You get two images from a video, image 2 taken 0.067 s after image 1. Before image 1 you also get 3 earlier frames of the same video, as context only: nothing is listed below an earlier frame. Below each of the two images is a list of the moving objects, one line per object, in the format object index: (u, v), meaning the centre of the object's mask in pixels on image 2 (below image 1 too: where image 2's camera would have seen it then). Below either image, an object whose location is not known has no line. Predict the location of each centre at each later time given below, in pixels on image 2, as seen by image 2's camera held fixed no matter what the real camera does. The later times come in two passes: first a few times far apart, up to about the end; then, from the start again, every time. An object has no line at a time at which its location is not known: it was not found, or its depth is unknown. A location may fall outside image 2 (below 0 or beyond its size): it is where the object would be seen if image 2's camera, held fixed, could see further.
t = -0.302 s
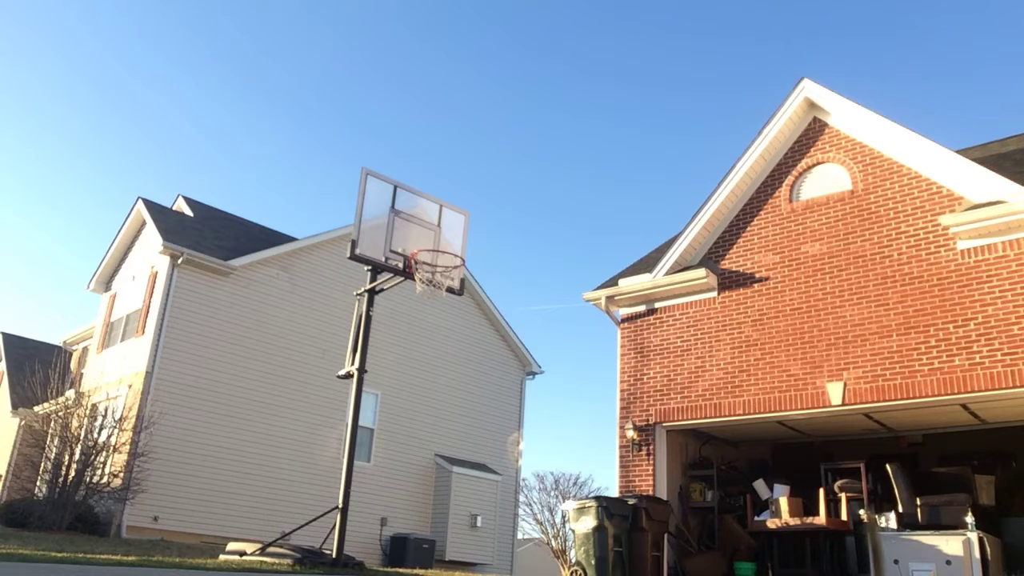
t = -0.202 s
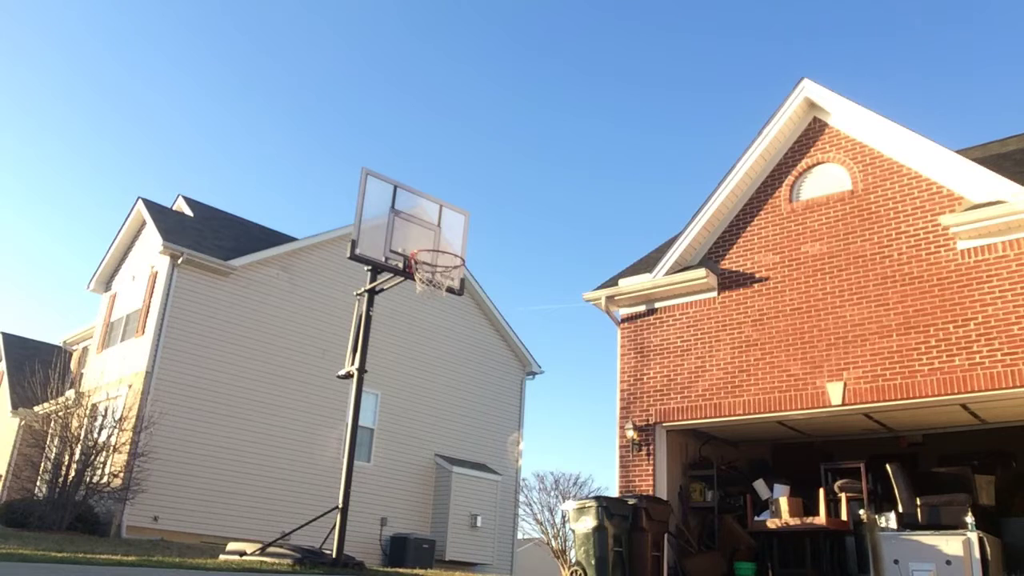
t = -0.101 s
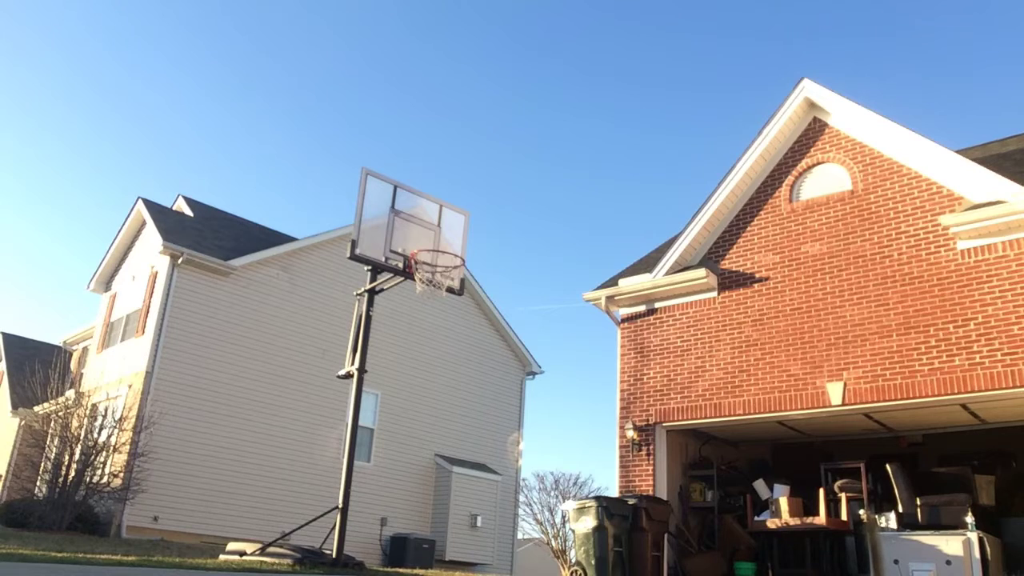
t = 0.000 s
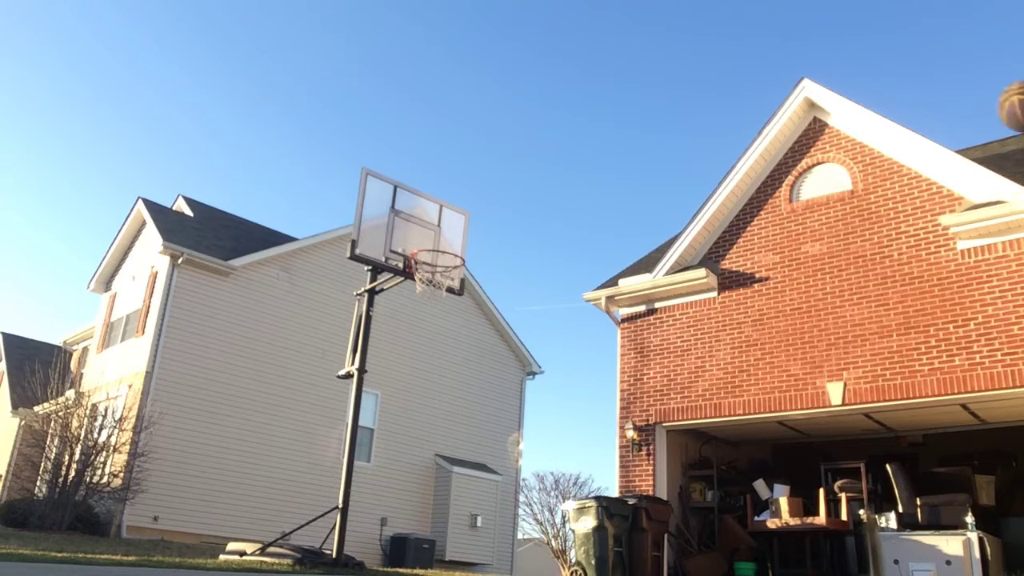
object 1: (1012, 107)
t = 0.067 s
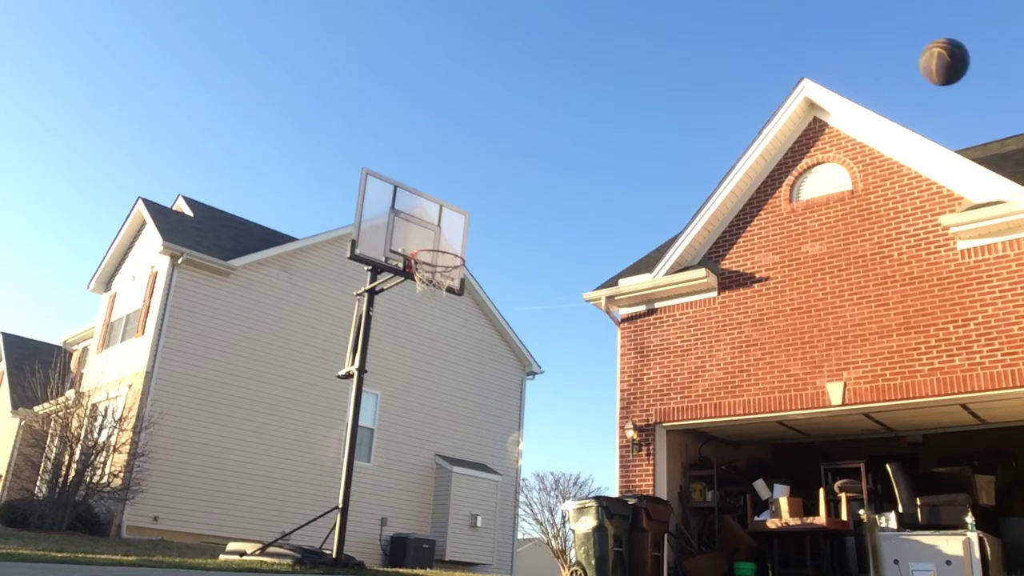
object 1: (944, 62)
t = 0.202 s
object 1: (821, 16)
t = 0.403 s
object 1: (692, 8)
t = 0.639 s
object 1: (588, 46)
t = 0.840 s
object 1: (517, 118)
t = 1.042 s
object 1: (455, 215)
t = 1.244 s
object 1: (436, 254)
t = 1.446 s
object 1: (437, 222)
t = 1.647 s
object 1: (437, 224)
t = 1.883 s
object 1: (439, 249)
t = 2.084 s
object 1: (440, 294)
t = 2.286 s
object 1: (431, 350)
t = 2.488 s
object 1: (417, 452)
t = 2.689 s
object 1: (400, 540)
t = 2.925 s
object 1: (395, 419)
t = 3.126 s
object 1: (382, 374)
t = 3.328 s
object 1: (366, 374)
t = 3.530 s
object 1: (345, 418)
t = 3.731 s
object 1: (316, 513)
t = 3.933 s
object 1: (294, 492)
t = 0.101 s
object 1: (909, 45)
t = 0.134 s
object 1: (877, 32)
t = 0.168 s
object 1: (848, 21)
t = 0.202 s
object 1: (821, 16)
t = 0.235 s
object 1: (795, 12)
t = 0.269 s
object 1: (772, 10)
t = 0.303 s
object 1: (750, 8)
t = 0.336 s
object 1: (729, 8)
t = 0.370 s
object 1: (710, 8)
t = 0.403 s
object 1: (692, 8)
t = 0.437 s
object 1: (675, 10)
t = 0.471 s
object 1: (659, 12)
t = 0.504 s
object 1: (644, 15)
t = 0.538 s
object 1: (629, 22)
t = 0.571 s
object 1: (615, 29)
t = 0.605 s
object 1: (601, 37)
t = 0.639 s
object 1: (588, 46)
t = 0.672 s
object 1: (575, 56)
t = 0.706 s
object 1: (563, 67)
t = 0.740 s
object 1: (551, 79)
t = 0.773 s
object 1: (540, 91)
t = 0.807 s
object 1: (528, 104)
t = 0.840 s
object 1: (517, 118)
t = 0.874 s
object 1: (506, 132)
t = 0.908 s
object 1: (496, 147)
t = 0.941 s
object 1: (485, 163)
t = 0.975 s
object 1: (475, 180)
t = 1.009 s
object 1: (465, 197)
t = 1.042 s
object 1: (455, 215)
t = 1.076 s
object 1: (445, 234)
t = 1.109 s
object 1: (435, 253)
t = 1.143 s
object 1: (437, 256)
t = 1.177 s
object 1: (443, 254)
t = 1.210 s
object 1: (441, 253)
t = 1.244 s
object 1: (436, 254)
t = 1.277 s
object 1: (435, 251)
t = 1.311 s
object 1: (436, 243)
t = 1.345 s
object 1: (437, 236)
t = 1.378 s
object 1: (437, 230)
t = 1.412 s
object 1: (437, 226)
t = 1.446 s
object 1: (437, 222)
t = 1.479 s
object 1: (438, 220)
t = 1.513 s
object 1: (438, 218)
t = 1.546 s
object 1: (438, 218)
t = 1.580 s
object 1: (437, 219)
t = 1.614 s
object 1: (438, 220)
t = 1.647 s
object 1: (437, 224)
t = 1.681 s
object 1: (437, 228)
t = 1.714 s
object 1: (436, 233)
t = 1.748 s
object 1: (435, 240)
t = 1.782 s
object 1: (436, 241)
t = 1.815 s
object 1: (437, 243)
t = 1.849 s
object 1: (438, 245)
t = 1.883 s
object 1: (439, 249)
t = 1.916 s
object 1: (440, 254)
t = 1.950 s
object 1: (440, 260)
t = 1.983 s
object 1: (440, 266)
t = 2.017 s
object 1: (441, 274)
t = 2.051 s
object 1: (440, 283)
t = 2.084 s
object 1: (440, 294)
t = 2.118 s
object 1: (439, 299)
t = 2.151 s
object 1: (437, 307)
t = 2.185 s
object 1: (436, 316)
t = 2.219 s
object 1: (435, 326)
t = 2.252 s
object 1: (433, 337)
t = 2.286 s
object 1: (431, 350)
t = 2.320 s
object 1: (429, 363)
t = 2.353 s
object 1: (427, 378)
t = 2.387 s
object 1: (425, 395)
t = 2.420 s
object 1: (423, 412)
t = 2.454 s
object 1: (420, 431)
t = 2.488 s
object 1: (417, 452)
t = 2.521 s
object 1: (415, 473)
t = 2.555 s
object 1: (412, 497)
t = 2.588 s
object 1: (409, 522)
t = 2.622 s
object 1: (402, 549)
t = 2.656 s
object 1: (400, 562)
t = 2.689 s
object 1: (400, 540)
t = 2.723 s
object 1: (401, 516)
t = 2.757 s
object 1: (401, 496)
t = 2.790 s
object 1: (400, 477)
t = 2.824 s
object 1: (398, 461)
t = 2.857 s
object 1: (397, 445)
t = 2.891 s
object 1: (396, 432)
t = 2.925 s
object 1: (395, 419)
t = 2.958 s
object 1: (393, 409)
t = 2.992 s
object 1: (391, 399)
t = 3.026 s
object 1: (389, 391)
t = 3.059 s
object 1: (387, 384)
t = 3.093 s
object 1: (385, 378)
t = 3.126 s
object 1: (382, 374)
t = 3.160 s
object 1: (380, 371)
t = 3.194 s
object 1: (378, 369)
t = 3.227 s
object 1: (375, 368)
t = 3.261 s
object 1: (373, 369)
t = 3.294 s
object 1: (370, 371)
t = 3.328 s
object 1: (366, 374)
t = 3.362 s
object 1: (363, 378)
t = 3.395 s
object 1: (359, 382)
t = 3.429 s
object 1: (356, 390)
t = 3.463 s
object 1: (352, 398)
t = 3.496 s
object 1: (348, 408)
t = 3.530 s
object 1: (345, 418)
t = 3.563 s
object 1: (340, 430)
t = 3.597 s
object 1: (335, 444)
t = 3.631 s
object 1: (331, 459)
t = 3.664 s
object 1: (326, 475)
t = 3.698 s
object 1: (321, 493)
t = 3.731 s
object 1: (316, 513)
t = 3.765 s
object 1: (309, 537)
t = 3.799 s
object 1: (305, 558)
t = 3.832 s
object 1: (301, 549)
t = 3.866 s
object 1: (299, 527)
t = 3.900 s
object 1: (296, 508)
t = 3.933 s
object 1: (294, 492)
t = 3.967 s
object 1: (291, 476)
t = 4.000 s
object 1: (289, 463)
